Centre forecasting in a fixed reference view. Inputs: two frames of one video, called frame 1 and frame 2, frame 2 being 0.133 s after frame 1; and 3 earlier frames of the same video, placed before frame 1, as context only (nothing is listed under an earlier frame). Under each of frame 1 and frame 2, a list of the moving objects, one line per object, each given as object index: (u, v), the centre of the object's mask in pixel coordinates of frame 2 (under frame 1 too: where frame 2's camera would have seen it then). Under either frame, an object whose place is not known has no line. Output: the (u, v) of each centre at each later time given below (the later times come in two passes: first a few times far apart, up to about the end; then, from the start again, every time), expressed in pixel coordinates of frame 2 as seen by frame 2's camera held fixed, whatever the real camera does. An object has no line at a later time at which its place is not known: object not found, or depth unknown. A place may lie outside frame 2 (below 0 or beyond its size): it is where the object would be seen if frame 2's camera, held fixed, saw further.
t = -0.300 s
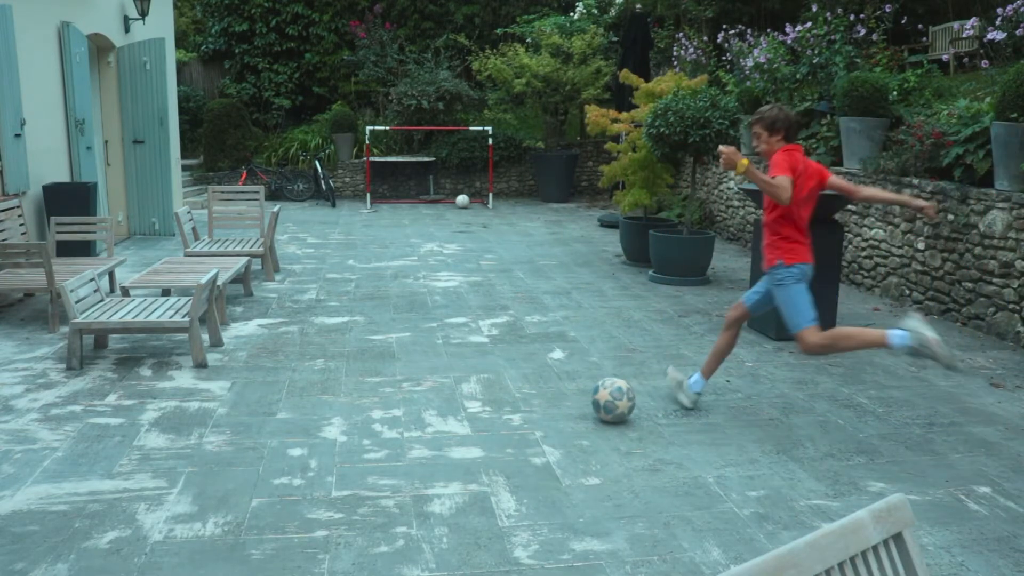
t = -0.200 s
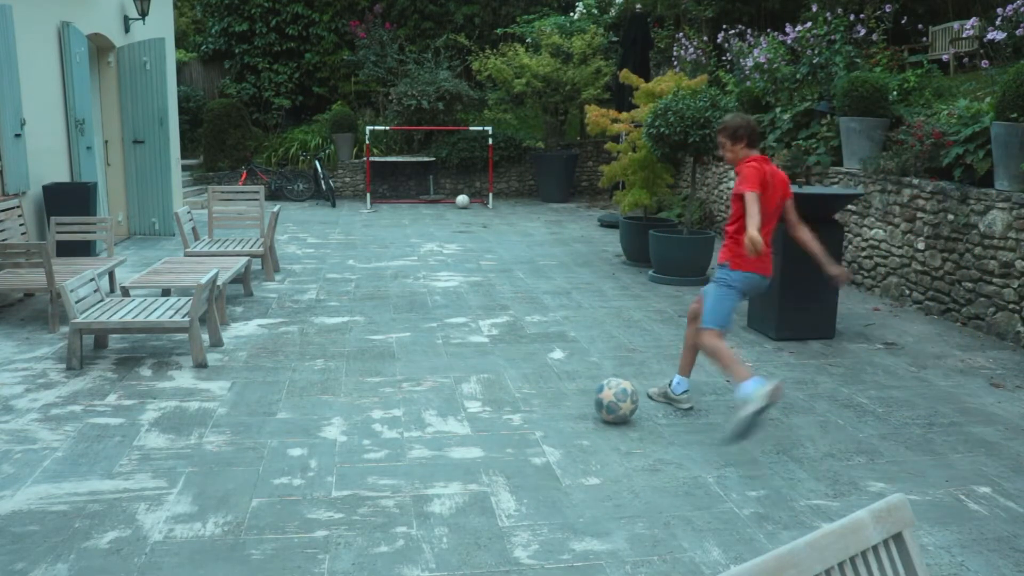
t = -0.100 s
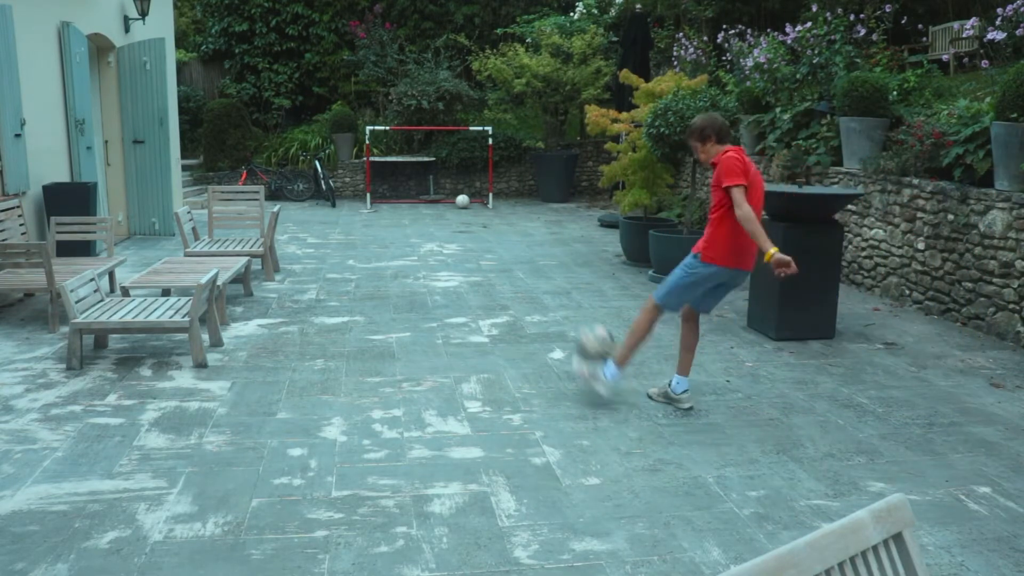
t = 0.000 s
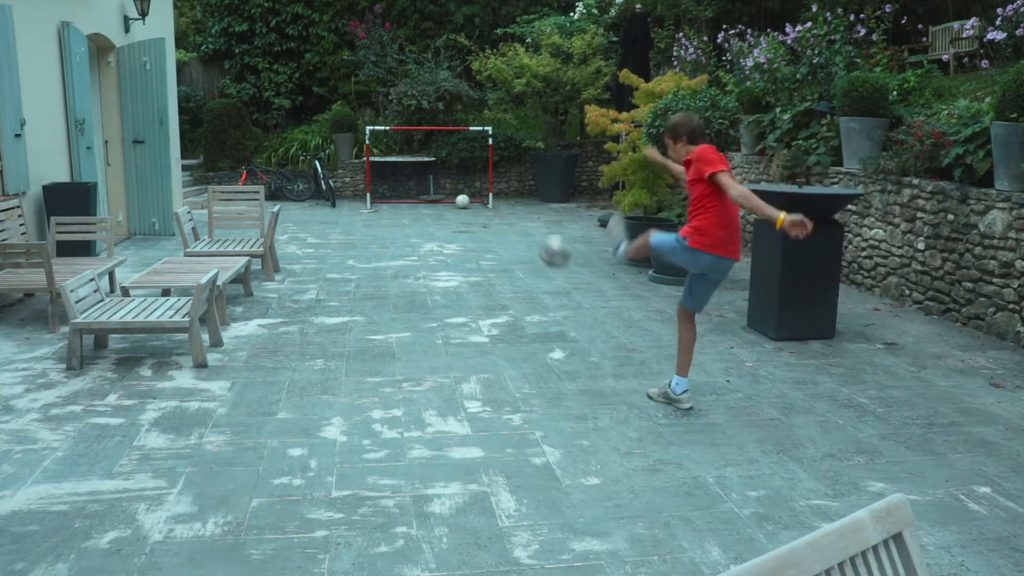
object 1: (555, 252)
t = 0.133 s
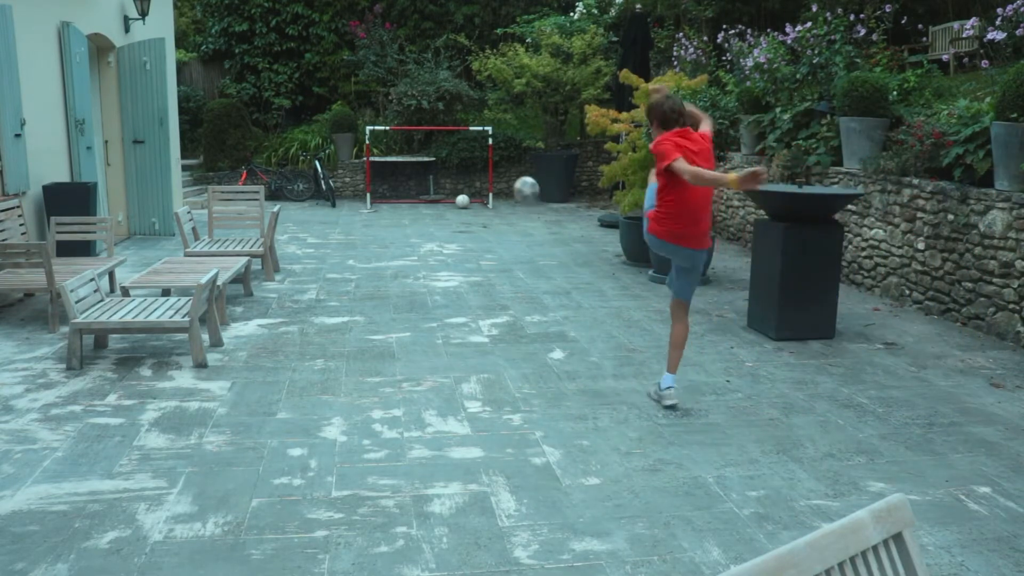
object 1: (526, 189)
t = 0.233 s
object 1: (514, 169)
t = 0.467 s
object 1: (503, 163)
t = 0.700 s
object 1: (503, 189)
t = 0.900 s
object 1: (507, 171)
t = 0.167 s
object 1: (522, 181)
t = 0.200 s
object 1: (518, 175)
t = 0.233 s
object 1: (514, 169)
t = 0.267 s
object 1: (511, 165)
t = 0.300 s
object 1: (509, 162)
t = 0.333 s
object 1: (508, 162)
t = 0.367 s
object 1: (507, 161)
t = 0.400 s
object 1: (505, 161)
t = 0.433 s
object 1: (504, 161)
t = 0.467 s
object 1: (503, 163)
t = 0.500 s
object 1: (503, 165)
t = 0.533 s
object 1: (502, 168)
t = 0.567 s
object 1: (502, 171)
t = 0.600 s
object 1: (502, 174)
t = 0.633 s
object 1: (502, 178)
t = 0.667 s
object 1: (502, 183)
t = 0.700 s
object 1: (503, 189)
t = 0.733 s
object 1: (504, 195)
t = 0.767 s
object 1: (504, 191)
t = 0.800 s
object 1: (505, 184)
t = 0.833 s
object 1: (506, 179)
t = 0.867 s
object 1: (506, 175)
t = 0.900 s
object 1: (507, 171)
